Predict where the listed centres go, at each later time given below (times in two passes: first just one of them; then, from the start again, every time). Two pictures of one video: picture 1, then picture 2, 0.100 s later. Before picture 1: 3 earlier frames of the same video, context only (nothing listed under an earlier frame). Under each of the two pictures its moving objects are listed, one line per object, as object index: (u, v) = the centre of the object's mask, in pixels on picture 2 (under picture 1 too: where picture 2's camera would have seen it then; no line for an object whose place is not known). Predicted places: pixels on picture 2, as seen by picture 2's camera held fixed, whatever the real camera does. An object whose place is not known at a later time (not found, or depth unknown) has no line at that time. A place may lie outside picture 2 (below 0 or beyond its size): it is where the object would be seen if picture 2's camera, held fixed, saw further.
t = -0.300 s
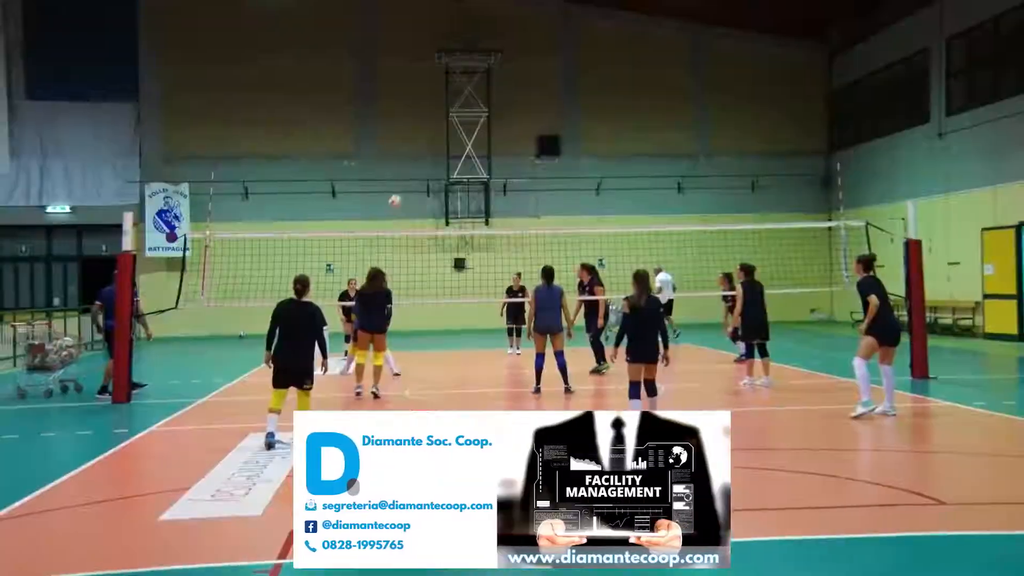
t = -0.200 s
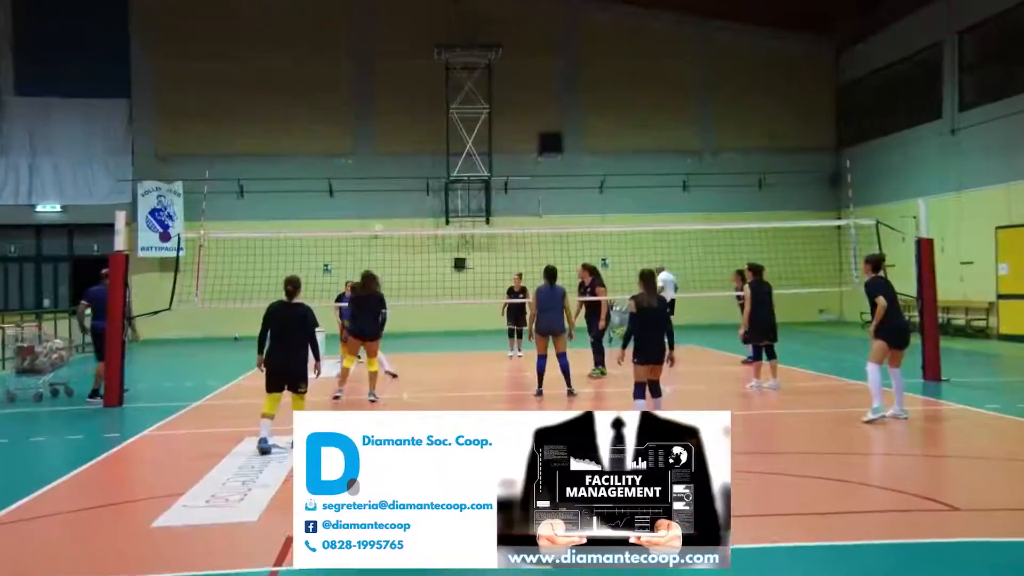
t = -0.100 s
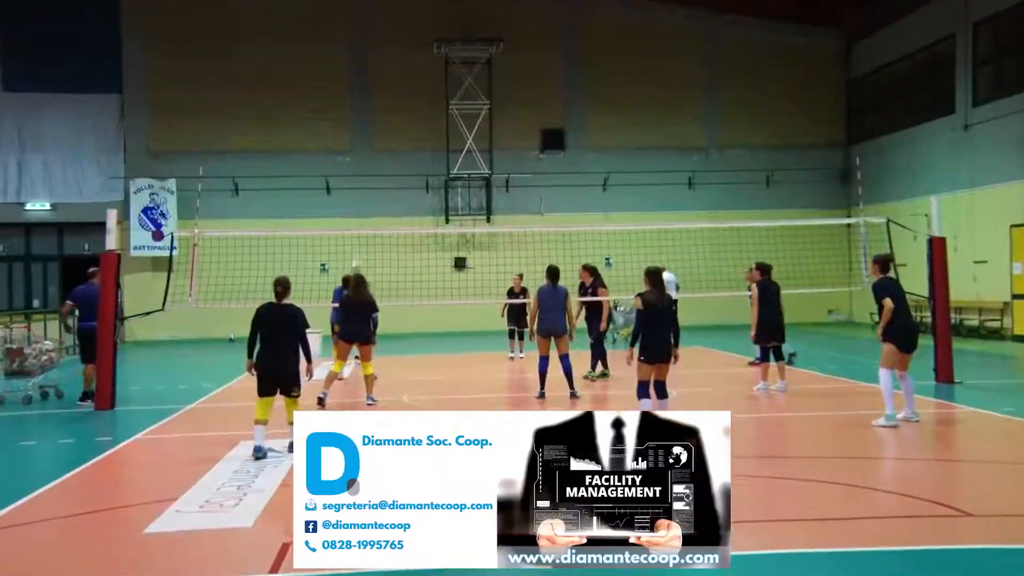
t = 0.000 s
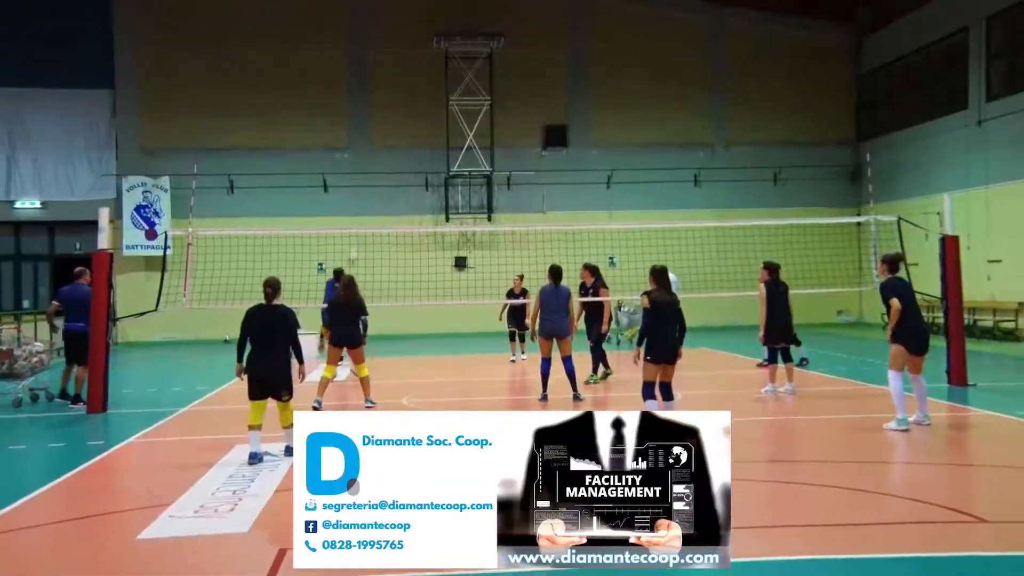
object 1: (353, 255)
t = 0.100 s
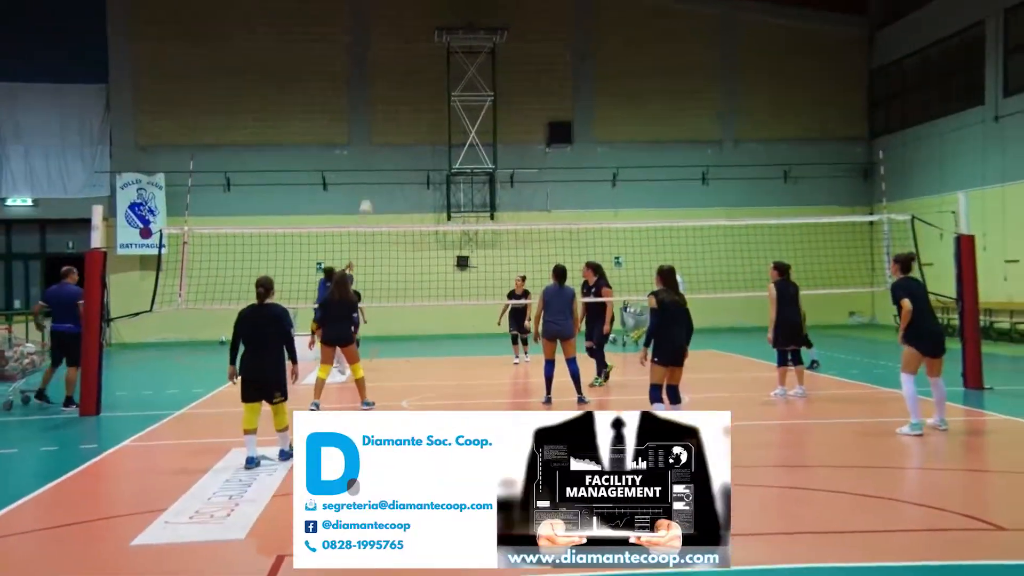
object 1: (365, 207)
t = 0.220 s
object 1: (380, 158)
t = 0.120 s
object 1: (368, 198)
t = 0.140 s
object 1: (370, 189)
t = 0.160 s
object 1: (372, 181)
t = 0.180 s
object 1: (375, 173)
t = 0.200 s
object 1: (378, 165)
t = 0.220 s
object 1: (380, 158)
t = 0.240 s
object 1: (383, 152)
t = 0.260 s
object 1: (385, 145)
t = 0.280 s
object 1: (387, 138)
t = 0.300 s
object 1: (389, 132)
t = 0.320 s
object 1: (392, 126)
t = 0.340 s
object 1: (394, 120)
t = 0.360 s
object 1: (397, 115)
